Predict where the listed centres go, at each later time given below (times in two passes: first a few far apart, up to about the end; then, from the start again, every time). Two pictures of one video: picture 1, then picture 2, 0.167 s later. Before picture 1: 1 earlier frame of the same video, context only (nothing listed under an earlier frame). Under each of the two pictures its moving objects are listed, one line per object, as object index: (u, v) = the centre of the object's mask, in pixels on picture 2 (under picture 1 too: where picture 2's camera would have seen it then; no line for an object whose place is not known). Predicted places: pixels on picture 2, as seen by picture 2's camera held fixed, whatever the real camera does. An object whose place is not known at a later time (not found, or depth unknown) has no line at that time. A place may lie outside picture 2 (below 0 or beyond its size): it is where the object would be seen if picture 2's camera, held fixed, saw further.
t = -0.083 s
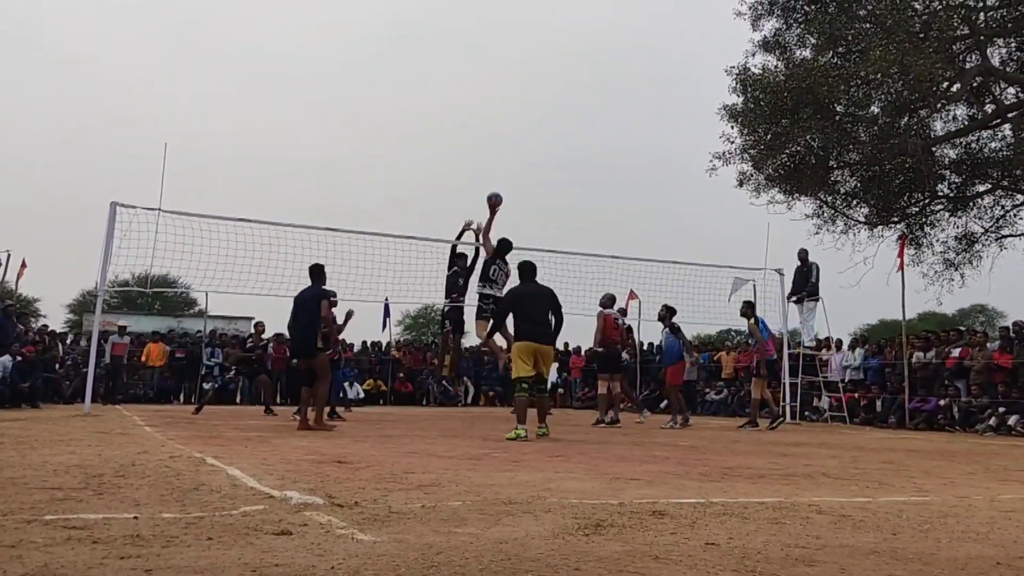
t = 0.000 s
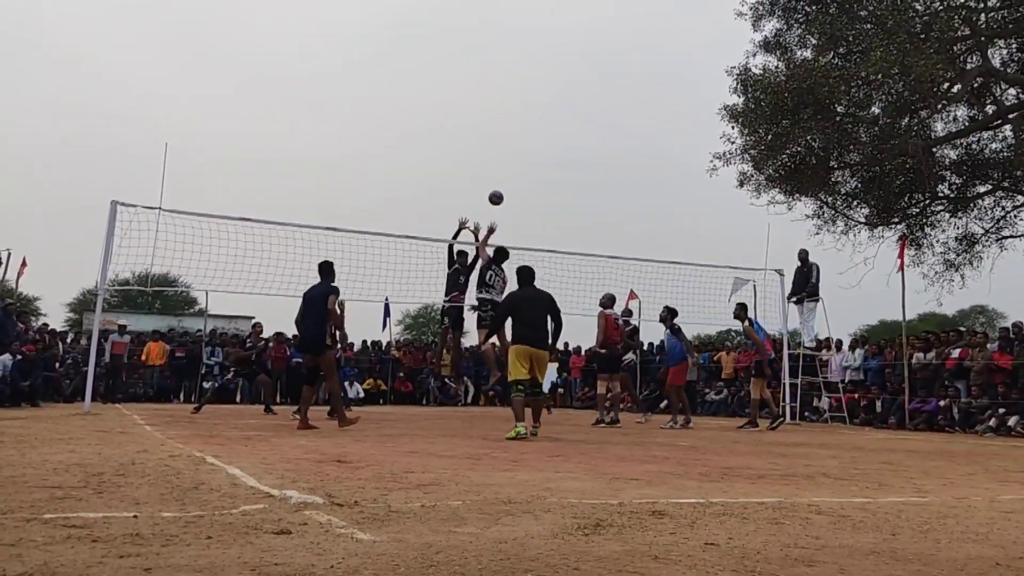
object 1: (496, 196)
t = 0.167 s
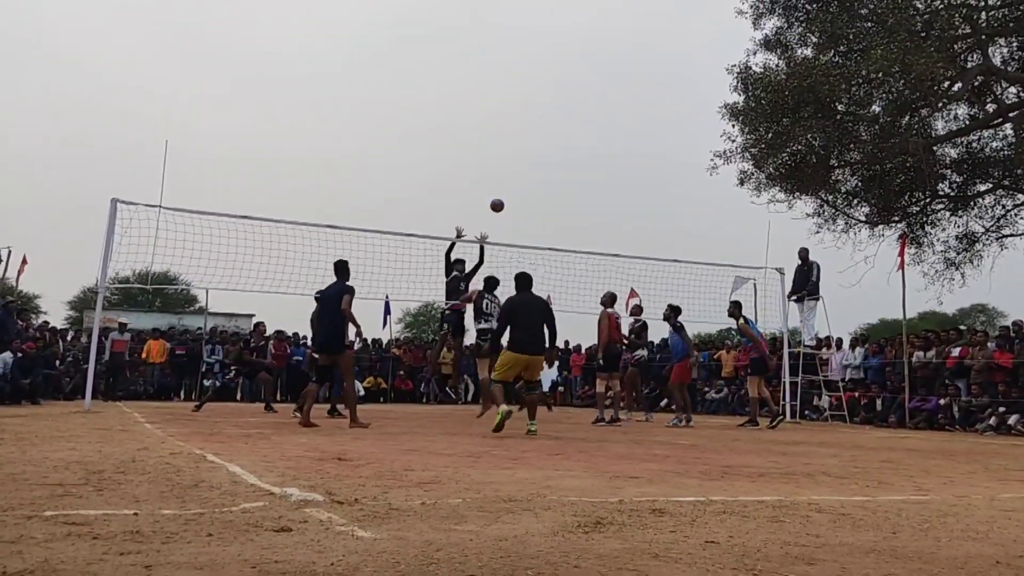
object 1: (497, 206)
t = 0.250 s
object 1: (497, 216)
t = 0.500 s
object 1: (496, 265)
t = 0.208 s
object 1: (497, 209)
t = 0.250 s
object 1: (497, 216)
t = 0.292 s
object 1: (496, 221)
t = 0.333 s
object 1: (496, 229)
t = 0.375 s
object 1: (496, 235)
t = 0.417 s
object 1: (496, 245)
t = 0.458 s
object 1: (496, 257)
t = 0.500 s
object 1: (496, 265)
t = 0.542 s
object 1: (496, 277)
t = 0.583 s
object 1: (495, 286)
